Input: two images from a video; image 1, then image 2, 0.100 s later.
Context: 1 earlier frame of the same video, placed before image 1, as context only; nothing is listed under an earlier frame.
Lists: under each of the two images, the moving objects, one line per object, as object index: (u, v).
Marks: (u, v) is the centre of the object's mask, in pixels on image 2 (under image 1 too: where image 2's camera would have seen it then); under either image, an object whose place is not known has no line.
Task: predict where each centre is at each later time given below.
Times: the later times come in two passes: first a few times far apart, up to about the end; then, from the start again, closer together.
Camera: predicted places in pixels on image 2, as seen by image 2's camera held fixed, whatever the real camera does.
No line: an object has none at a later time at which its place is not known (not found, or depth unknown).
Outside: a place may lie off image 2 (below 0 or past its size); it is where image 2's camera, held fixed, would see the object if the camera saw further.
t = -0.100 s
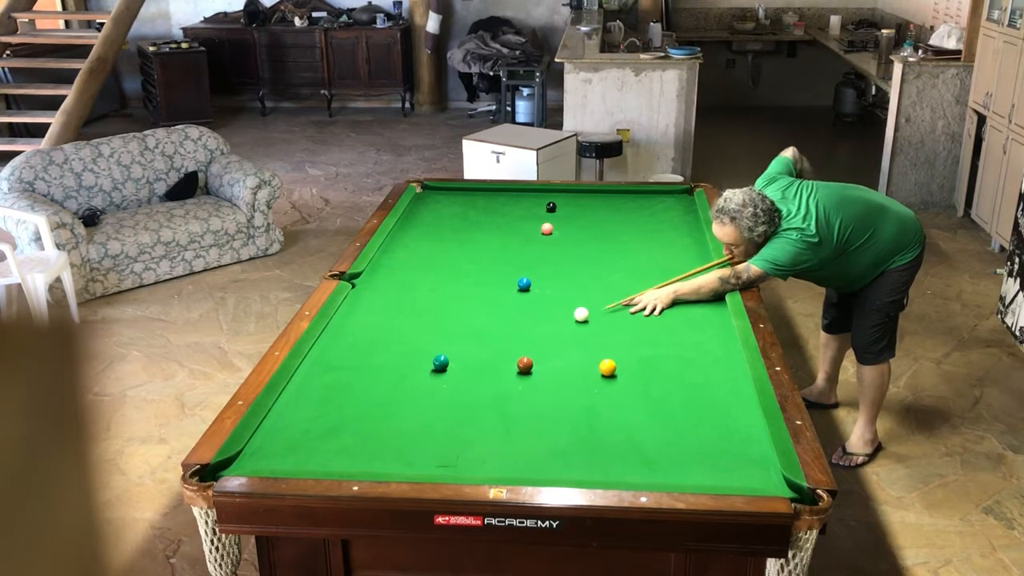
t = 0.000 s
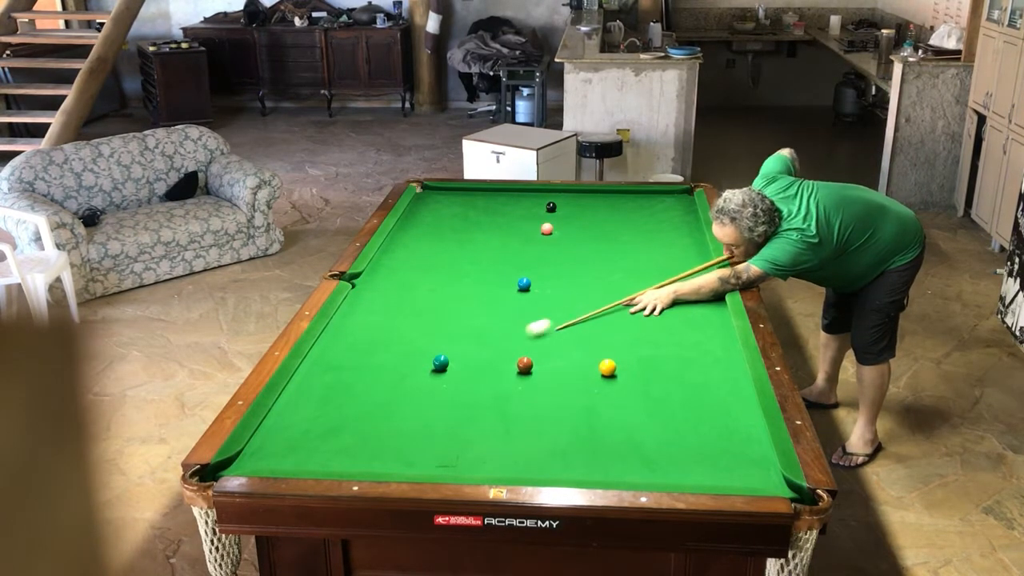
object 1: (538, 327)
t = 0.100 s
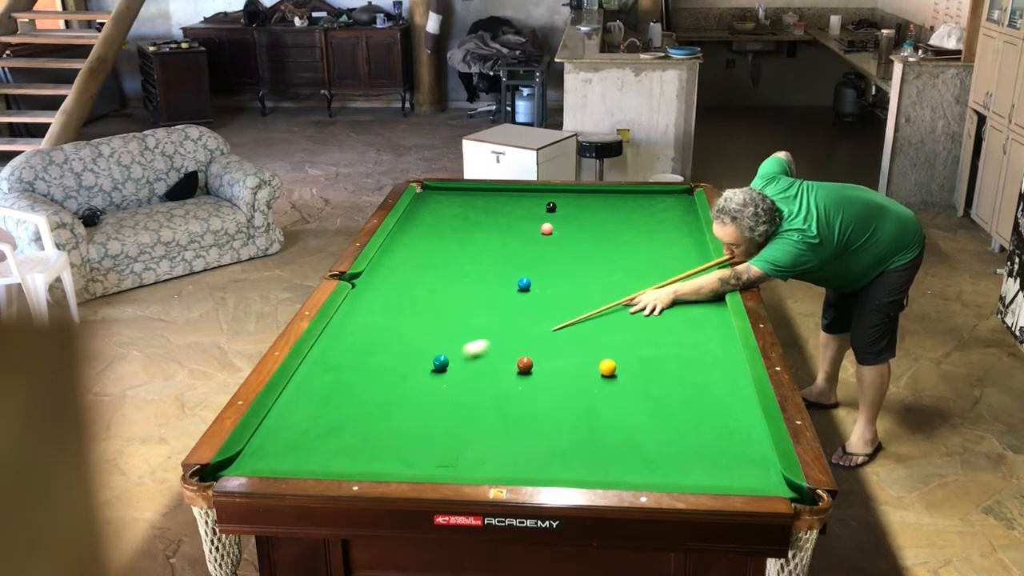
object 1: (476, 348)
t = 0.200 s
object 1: (445, 354)
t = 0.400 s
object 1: (438, 346)
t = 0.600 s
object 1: (431, 339)
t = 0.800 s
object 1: (425, 332)
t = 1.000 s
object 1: (420, 326)
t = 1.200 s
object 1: (415, 320)
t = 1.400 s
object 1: (410, 316)
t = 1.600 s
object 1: (405, 312)
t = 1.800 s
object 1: (401, 308)
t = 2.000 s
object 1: (398, 305)
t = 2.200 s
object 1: (395, 302)
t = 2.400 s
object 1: (392, 300)
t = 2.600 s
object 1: (390, 298)
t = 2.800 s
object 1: (389, 297)
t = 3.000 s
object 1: (387, 296)
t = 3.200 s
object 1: (387, 295)
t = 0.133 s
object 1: (457, 354)
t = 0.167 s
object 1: (447, 355)
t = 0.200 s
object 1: (445, 354)
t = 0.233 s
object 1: (443, 353)
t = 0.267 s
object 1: (442, 352)
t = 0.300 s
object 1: (441, 350)
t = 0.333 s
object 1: (440, 349)
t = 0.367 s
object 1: (439, 347)
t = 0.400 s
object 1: (438, 346)
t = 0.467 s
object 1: (436, 344)
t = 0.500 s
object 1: (434, 342)
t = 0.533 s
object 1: (433, 341)
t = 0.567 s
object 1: (432, 340)
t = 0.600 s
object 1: (431, 339)
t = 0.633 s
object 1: (430, 337)
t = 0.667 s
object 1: (429, 336)
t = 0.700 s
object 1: (428, 335)
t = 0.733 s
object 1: (427, 334)
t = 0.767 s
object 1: (426, 333)
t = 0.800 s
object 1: (425, 332)
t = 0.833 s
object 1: (424, 331)
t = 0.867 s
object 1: (424, 330)
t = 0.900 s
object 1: (423, 329)
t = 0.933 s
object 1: (422, 328)
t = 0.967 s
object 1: (421, 327)
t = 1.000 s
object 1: (420, 326)
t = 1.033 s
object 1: (419, 325)
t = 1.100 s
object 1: (417, 323)
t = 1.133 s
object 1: (416, 322)
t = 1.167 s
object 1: (416, 321)
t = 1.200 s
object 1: (415, 320)
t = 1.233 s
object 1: (414, 320)
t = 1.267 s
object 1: (413, 319)
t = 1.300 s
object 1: (412, 318)
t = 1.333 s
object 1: (412, 317)
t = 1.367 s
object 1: (411, 316)
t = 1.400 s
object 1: (410, 316)
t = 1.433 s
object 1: (409, 315)
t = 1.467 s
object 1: (409, 314)
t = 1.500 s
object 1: (408, 314)
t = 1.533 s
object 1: (407, 313)
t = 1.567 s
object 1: (406, 312)
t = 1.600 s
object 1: (405, 312)
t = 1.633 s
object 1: (405, 311)
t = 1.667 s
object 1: (404, 310)
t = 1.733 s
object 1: (403, 309)
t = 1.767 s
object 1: (402, 308)
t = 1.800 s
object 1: (401, 308)
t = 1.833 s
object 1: (401, 307)
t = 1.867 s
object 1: (400, 307)
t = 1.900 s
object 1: (399, 306)
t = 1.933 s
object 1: (399, 306)
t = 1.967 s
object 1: (398, 305)
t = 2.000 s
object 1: (398, 305)
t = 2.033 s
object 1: (397, 305)
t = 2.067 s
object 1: (397, 304)
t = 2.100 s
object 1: (396, 303)
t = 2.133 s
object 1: (396, 303)
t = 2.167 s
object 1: (395, 303)
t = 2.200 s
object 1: (395, 302)
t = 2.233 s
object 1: (394, 302)
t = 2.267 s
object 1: (394, 301)
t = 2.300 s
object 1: (393, 301)
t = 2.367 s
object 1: (392, 300)
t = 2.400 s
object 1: (392, 300)
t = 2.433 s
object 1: (392, 300)
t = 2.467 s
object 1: (391, 299)
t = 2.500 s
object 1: (391, 299)
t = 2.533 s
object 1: (391, 299)
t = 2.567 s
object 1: (390, 298)
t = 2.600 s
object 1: (390, 298)
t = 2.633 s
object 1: (390, 298)
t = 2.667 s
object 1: (390, 298)
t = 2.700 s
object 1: (389, 298)
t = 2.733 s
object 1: (389, 297)
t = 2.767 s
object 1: (389, 297)
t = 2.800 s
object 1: (389, 297)
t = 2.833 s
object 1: (388, 297)
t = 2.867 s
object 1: (388, 296)
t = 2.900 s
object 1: (388, 296)
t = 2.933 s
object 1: (388, 296)
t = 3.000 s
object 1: (387, 296)
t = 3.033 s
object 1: (387, 296)
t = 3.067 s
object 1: (387, 296)
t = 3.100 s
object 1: (387, 296)
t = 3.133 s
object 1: (387, 295)
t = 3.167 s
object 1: (387, 295)
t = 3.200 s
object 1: (387, 295)
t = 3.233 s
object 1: (387, 295)
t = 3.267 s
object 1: (387, 296)
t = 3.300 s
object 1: (387, 295)
